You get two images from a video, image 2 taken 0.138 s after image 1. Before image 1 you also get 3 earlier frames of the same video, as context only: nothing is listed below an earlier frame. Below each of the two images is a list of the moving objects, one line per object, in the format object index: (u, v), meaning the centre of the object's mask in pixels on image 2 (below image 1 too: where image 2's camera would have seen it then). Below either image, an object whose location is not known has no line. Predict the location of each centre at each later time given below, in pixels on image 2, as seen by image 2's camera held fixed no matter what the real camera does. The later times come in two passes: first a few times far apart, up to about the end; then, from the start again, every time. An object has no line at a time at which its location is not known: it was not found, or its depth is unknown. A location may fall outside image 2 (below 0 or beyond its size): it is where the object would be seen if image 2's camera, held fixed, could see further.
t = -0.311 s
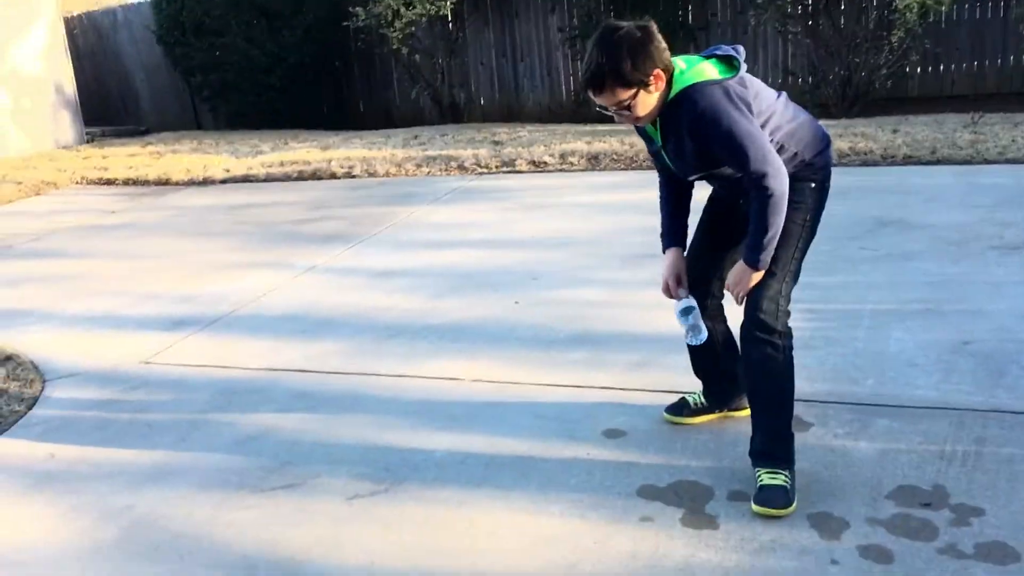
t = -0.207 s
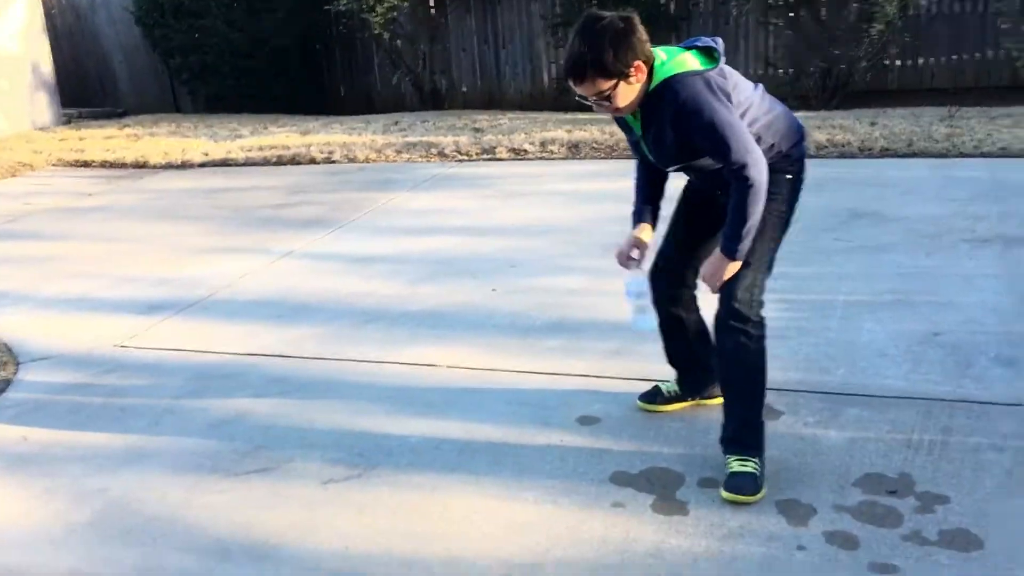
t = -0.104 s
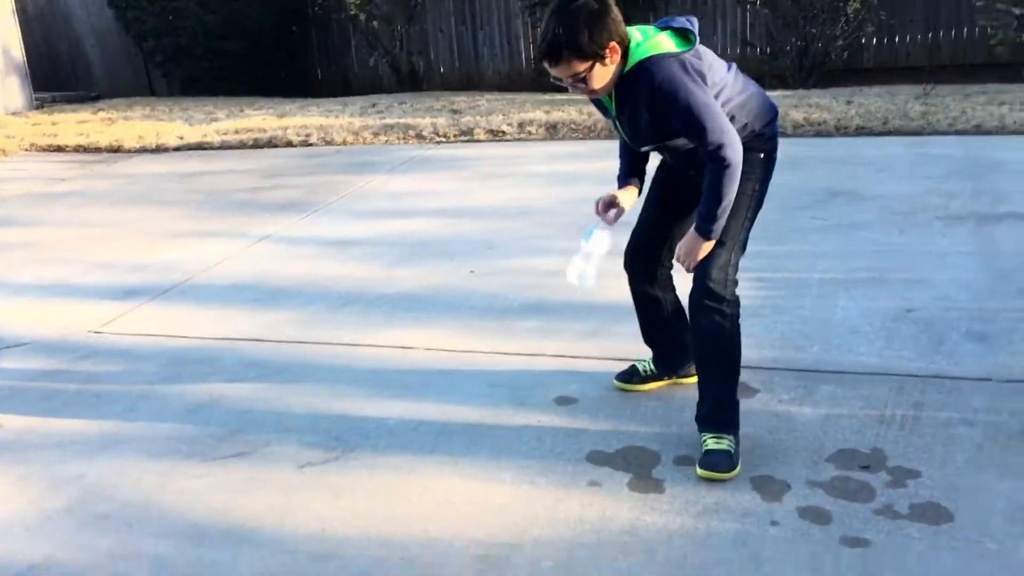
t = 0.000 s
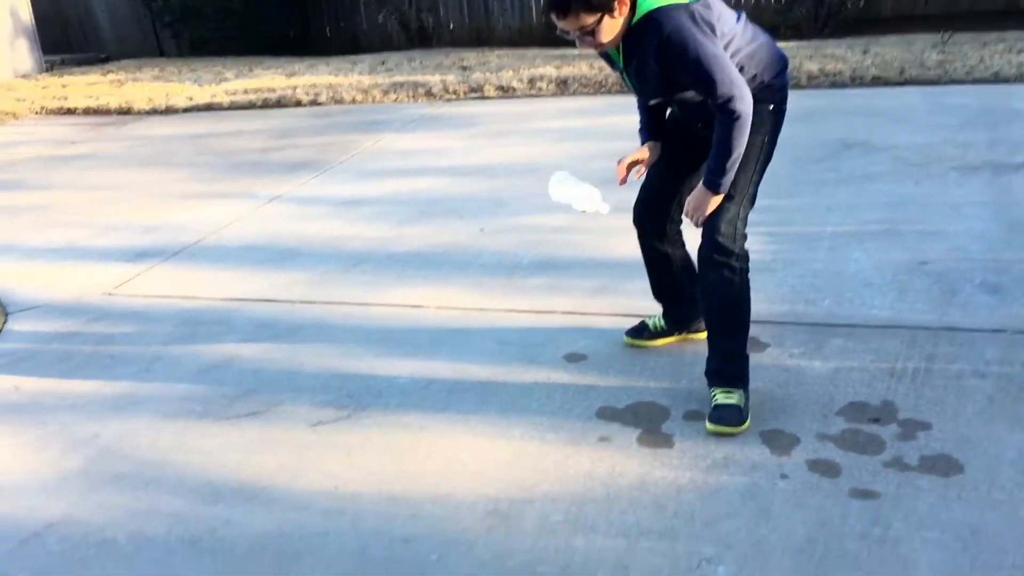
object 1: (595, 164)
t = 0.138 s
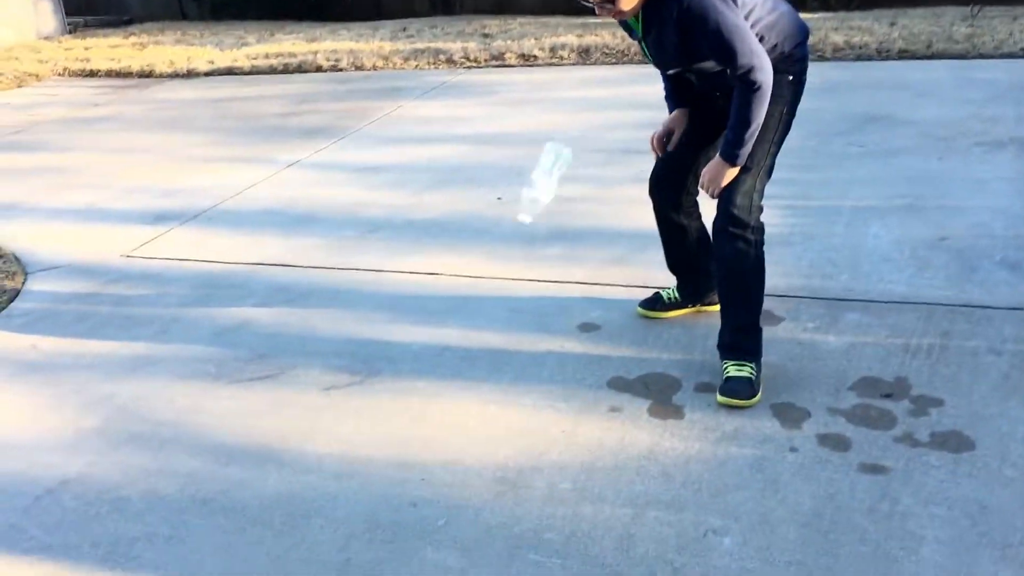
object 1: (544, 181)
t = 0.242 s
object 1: (517, 220)
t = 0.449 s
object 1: (492, 411)
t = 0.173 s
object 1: (533, 189)
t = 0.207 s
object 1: (524, 203)
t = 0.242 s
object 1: (517, 220)
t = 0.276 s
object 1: (512, 242)
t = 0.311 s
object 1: (508, 267)
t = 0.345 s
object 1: (503, 298)
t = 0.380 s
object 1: (499, 332)
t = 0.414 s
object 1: (497, 370)
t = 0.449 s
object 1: (492, 411)
